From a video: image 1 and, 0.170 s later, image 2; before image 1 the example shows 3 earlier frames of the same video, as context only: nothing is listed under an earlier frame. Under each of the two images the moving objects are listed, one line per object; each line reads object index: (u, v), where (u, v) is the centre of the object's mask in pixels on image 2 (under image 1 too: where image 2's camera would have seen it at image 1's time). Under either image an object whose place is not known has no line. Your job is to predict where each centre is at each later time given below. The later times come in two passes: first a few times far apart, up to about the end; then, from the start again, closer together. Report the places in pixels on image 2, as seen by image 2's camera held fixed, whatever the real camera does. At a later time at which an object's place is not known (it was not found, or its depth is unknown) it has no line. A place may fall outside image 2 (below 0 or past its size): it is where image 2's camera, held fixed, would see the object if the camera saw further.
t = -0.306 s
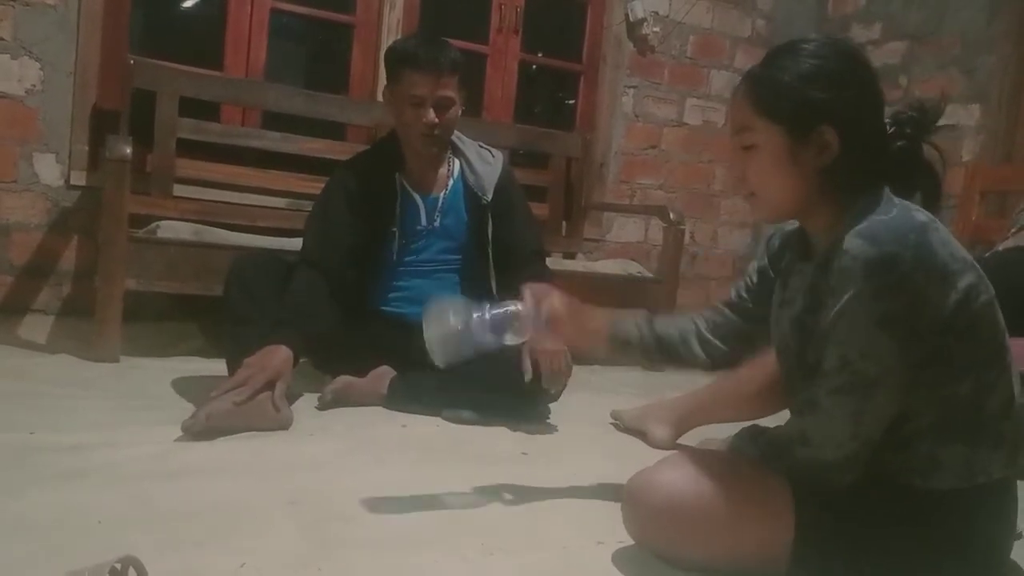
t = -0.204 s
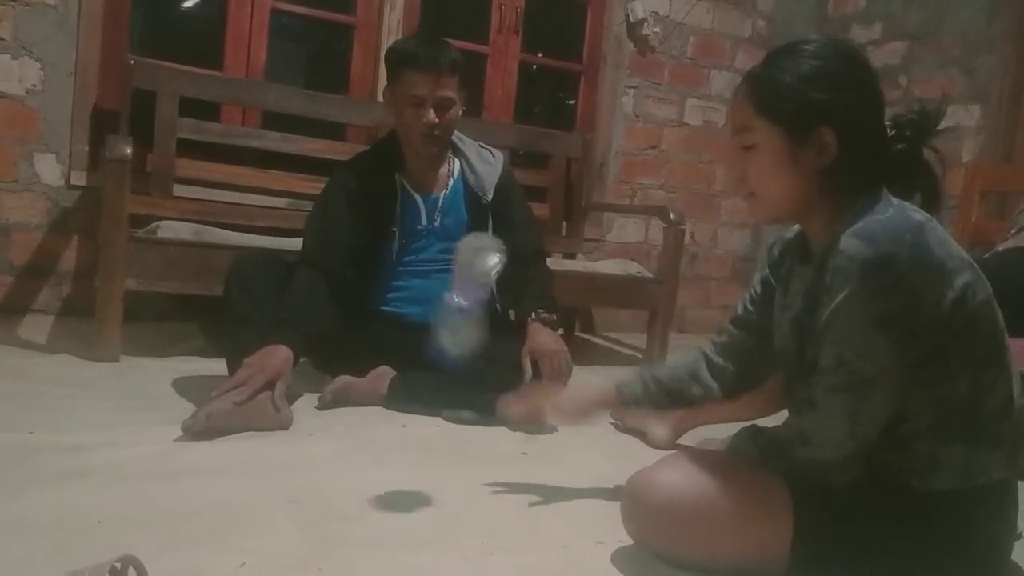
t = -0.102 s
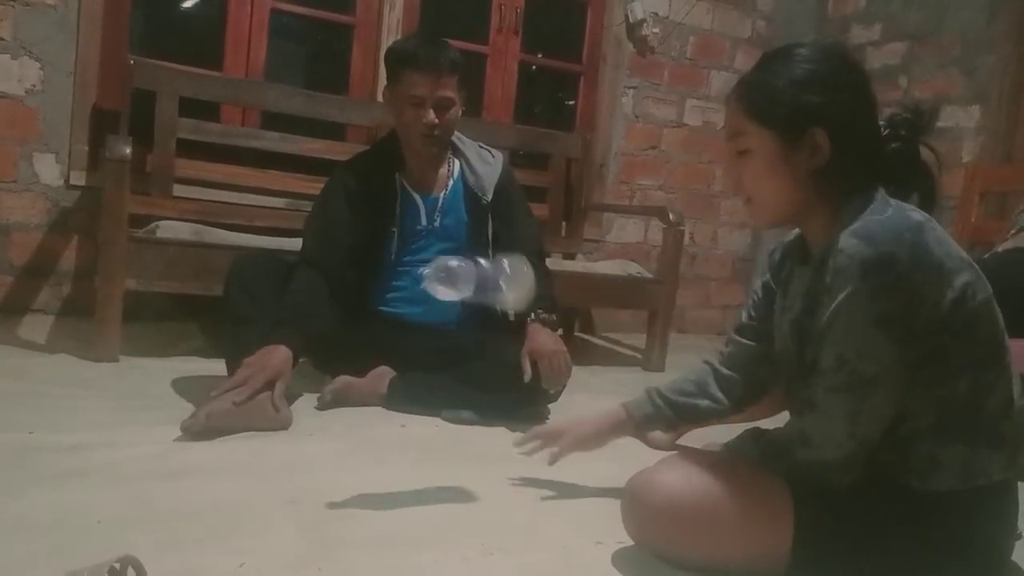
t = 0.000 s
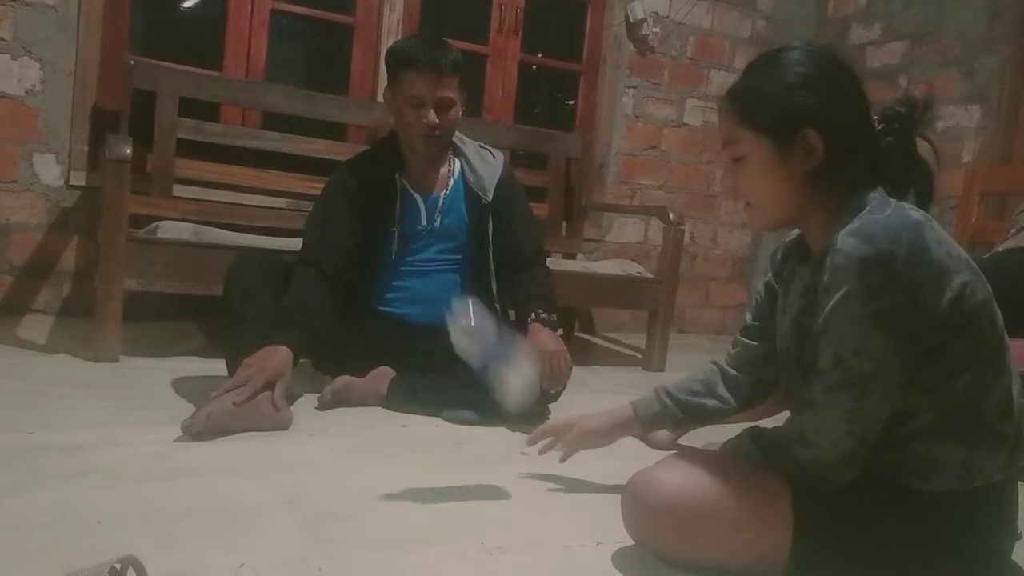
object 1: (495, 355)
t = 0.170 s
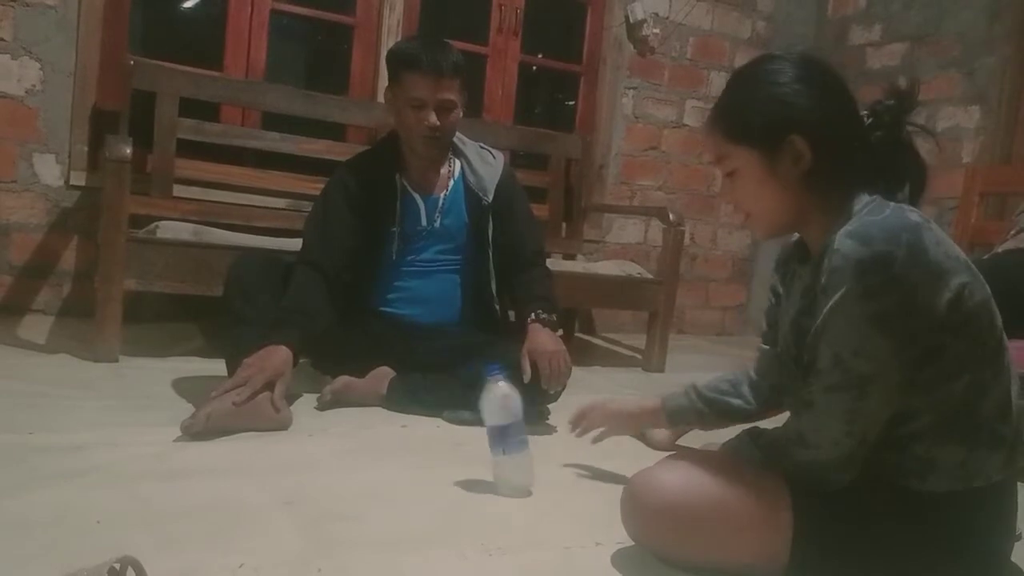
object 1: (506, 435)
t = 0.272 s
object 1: (511, 434)
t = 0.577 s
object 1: (530, 439)
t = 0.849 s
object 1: (526, 439)
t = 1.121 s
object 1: (526, 438)
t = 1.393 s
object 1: (527, 439)
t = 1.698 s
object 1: (527, 439)
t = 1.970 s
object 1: (527, 438)
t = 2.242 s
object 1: (527, 439)
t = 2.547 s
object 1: (526, 439)
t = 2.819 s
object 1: (525, 438)
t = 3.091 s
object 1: (526, 437)
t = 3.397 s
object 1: (527, 439)
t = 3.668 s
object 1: (527, 439)
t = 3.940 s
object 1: (527, 439)
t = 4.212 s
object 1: (527, 438)
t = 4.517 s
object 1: (526, 439)
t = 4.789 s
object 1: (526, 439)
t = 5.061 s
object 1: (527, 438)
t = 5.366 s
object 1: (526, 440)
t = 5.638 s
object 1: (525, 441)
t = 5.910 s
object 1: (525, 441)
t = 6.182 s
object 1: (526, 440)
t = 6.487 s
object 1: (525, 440)
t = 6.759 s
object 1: (526, 440)
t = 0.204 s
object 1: (509, 434)
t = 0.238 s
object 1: (510, 434)
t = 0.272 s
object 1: (511, 434)
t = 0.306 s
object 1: (512, 434)
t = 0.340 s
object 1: (513, 435)
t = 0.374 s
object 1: (515, 436)
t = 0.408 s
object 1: (519, 438)
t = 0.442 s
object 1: (523, 440)
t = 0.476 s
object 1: (527, 442)
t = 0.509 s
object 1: (529, 442)
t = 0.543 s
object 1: (530, 441)
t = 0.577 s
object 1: (530, 439)
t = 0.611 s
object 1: (526, 437)
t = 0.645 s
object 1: (522, 436)
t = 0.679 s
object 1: (518, 437)
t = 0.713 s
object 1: (517, 438)
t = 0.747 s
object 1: (517, 438)
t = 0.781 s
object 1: (518, 438)
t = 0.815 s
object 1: (522, 437)
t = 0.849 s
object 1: (526, 439)
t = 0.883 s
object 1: (528, 439)
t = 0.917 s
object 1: (528, 438)
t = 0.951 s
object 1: (525, 438)
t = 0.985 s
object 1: (522, 439)
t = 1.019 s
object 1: (522, 439)
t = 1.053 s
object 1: (523, 439)
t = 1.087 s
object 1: (524, 438)
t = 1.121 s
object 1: (526, 438)
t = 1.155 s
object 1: (526, 439)
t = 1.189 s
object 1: (527, 438)
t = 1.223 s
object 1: (527, 439)
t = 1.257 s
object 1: (527, 439)
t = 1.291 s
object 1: (527, 439)
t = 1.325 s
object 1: (527, 439)
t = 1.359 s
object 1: (527, 439)
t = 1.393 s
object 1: (527, 439)
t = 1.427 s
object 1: (527, 439)
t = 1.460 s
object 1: (527, 439)
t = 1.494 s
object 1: (527, 439)
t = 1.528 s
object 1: (526, 439)
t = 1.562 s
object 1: (526, 439)
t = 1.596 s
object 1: (526, 439)
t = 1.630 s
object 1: (526, 439)
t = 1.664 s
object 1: (527, 439)
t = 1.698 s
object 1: (527, 439)
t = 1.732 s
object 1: (527, 439)
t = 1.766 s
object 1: (527, 438)
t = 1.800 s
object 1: (527, 438)
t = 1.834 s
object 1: (527, 439)
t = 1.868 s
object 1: (527, 439)
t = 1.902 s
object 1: (527, 439)
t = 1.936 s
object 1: (527, 439)
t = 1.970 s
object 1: (527, 438)
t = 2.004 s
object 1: (527, 439)
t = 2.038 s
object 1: (526, 440)
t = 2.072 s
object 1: (527, 439)
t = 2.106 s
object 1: (527, 439)
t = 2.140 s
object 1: (528, 439)
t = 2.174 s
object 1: (527, 439)
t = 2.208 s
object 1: (528, 439)
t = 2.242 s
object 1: (527, 439)
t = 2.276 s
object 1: (527, 439)
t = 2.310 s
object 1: (527, 439)
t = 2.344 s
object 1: (527, 439)
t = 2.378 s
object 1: (527, 440)
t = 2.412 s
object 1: (526, 439)
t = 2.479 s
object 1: (526, 440)
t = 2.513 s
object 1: (526, 439)
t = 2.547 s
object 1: (526, 439)
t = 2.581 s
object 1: (526, 440)
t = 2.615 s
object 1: (527, 439)
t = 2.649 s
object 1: (527, 439)
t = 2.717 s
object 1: (526, 439)
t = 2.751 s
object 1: (525, 439)
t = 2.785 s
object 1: (525, 439)
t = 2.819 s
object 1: (525, 438)
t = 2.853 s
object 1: (526, 438)
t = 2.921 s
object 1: (524, 437)
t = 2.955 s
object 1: (525, 437)
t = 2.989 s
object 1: (524, 436)
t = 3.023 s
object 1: (525, 436)
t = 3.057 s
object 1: (525, 437)
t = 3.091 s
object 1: (526, 437)
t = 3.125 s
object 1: (526, 436)
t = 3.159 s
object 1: (526, 436)
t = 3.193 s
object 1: (527, 437)
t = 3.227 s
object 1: (527, 437)
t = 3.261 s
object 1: (526, 438)
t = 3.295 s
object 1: (526, 438)
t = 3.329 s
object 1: (527, 438)
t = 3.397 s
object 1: (527, 439)
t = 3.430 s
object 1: (527, 439)
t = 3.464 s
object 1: (527, 439)
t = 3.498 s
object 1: (527, 439)
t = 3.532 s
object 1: (527, 439)
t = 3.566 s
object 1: (527, 439)
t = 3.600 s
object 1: (526, 438)
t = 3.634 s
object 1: (526, 439)
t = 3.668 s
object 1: (527, 439)
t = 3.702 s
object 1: (527, 439)
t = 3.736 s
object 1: (527, 439)
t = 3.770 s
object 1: (527, 439)
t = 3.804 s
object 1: (526, 439)
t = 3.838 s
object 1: (526, 439)
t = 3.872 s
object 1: (527, 439)
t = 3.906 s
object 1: (527, 439)
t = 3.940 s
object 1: (527, 439)
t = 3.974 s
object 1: (526, 439)
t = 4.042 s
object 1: (526, 439)
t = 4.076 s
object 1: (527, 438)
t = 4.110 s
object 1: (527, 439)
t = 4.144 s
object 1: (527, 439)
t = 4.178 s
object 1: (527, 438)
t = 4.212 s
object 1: (527, 438)
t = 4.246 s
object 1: (527, 438)
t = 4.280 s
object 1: (526, 438)
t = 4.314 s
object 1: (526, 438)
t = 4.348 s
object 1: (527, 439)
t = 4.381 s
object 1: (527, 439)
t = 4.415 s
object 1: (527, 439)
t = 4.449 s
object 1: (526, 439)
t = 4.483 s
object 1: (527, 439)
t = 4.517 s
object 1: (526, 439)
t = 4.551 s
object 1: (526, 438)
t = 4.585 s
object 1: (526, 439)
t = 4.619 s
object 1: (527, 439)
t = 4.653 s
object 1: (526, 439)
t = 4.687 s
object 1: (526, 438)
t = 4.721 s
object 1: (526, 439)
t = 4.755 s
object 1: (527, 439)
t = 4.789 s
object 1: (526, 439)
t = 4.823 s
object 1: (526, 439)
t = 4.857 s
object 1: (526, 439)
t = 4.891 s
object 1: (526, 439)
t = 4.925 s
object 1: (526, 438)
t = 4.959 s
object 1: (526, 439)
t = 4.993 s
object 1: (527, 438)
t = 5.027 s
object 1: (527, 438)
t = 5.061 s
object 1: (527, 438)
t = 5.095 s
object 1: (527, 439)
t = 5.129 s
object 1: (527, 439)
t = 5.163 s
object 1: (527, 439)
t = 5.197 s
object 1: (527, 439)
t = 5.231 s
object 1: (527, 439)
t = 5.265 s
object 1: (527, 439)
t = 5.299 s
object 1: (527, 440)
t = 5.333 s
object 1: (526, 440)
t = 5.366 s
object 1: (526, 440)
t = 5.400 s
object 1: (525, 441)
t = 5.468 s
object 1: (525, 441)
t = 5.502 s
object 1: (525, 440)
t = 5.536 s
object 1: (525, 440)
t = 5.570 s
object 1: (525, 441)
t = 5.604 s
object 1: (525, 441)
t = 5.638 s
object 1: (525, 441)
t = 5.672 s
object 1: (525, 441)
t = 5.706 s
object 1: (525, 441)
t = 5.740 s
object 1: (525, 440)
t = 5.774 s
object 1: (526, 440)
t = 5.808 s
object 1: (525, 440)
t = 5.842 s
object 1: (525, 440)
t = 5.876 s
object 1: (525, 440)
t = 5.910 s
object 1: (525, 441)
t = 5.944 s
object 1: (526, 440)
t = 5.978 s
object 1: (526, 440)
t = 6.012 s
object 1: (526, 440)
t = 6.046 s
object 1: (525, 441)
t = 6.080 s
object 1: (525, 441)
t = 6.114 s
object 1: (526, 440)
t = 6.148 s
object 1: (526, 440)
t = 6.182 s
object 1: (526, 440)
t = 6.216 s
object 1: (526, 440)
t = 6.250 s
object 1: (526, 441)
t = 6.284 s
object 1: (525, 440)
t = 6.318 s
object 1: (525, 441)
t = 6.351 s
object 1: (525, 440)
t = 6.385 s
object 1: (525, 440)
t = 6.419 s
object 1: (525, 440)
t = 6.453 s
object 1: (525, 440)
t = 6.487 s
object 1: (525, 440)
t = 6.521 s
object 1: (525, 440)
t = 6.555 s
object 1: (525, 441)
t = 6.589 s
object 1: (526, 440)
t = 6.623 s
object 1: (526, 440)
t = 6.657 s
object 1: (526, 440)
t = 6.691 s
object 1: (526, 440)
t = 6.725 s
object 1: (526, 440)
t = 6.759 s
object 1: (526, 440)
